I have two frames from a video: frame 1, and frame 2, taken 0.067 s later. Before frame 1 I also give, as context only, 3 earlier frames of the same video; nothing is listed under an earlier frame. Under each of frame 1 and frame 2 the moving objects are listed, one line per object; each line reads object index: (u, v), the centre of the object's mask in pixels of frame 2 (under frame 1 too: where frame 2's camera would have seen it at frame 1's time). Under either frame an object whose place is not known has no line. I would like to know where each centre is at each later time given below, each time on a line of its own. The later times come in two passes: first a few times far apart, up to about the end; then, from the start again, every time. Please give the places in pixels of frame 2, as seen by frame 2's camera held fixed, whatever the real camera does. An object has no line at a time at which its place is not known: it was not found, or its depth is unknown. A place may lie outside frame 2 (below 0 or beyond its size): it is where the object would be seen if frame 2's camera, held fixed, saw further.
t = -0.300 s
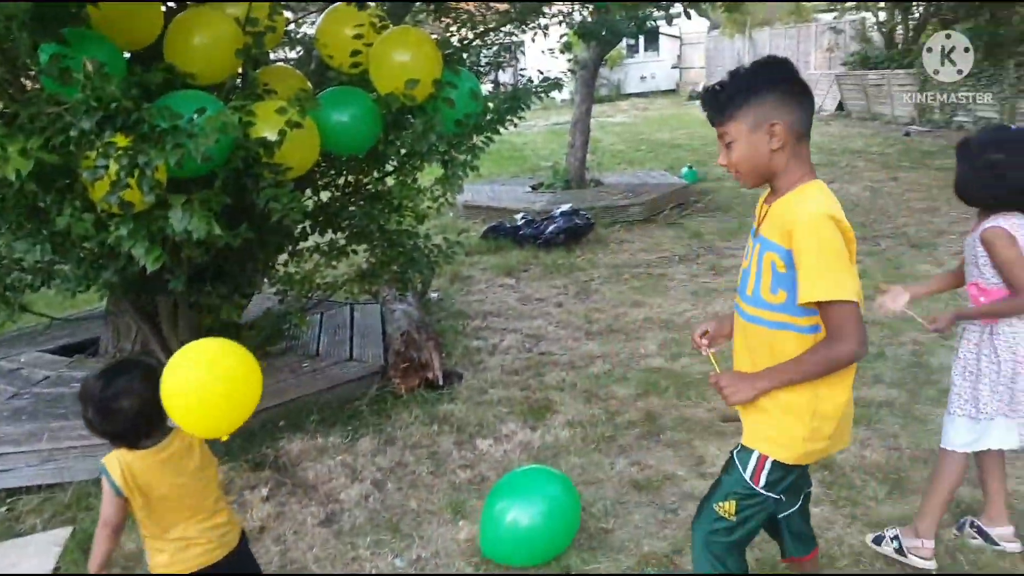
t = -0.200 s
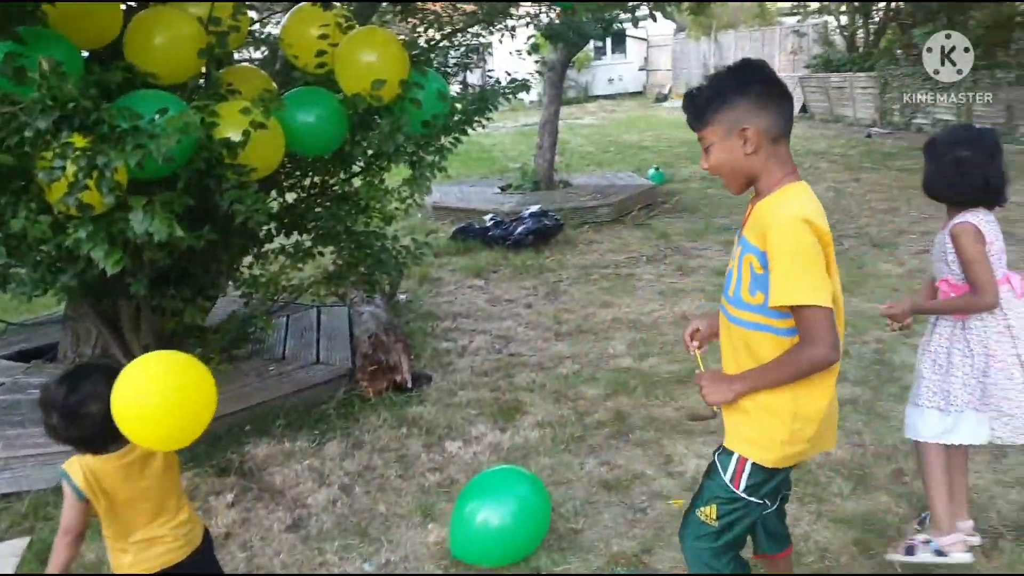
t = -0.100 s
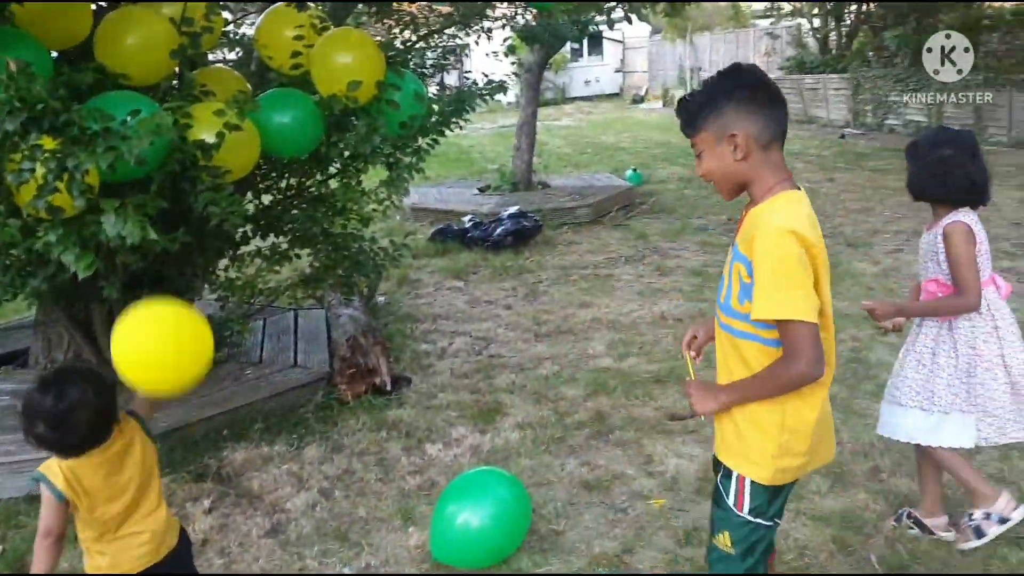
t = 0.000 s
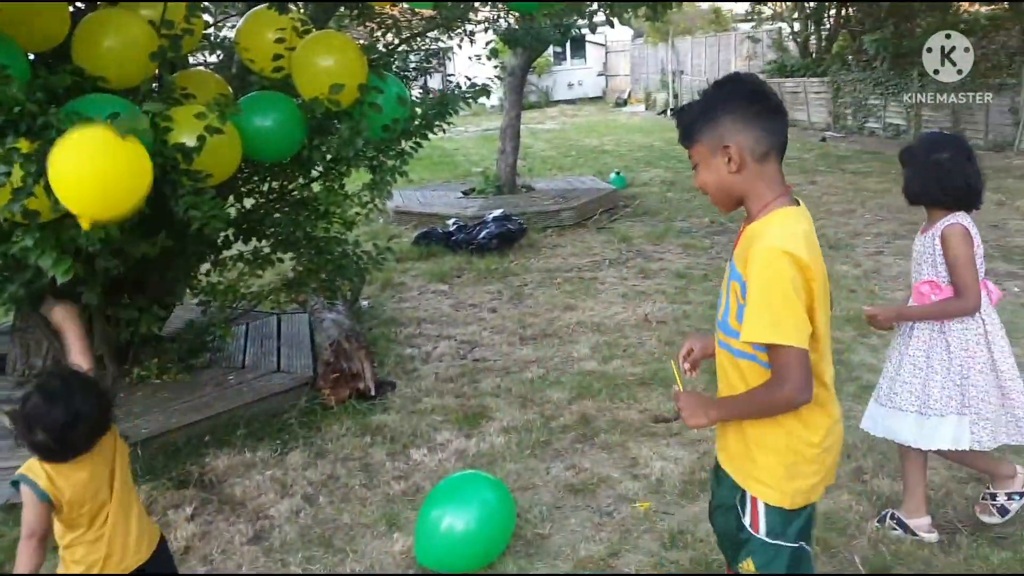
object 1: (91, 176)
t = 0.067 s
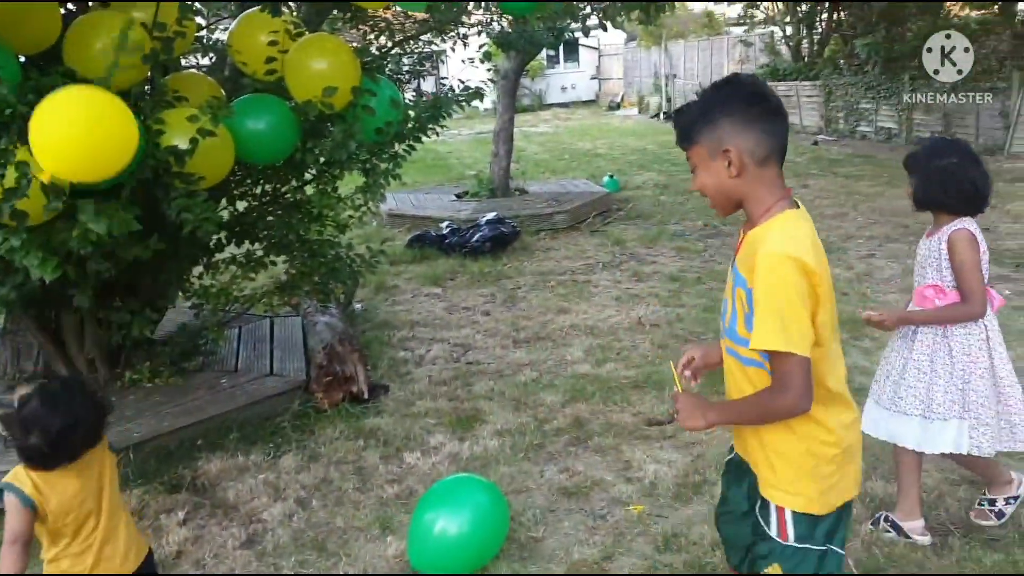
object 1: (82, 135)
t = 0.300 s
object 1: (83, 78)
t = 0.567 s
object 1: (95, 108)
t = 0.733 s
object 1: (107, 175)
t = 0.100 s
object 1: (81, 119)
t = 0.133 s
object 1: (79, 108)
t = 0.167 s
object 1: (78, 99)
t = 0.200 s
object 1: (79, 91)
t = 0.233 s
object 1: (80, 85)
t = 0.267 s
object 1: (81, 81)
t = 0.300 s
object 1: (83, 78)
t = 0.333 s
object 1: (84, 76)
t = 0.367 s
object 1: (86, 77)
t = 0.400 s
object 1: (86, 78)
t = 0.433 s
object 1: (88, 81)
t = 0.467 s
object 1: (89, 86)
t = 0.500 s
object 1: (91, 92)
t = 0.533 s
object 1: (93, 99)
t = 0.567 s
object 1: (95, 108)
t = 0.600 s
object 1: (97, 118)
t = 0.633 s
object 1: (99, 130)
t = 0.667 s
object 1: (102, 143)
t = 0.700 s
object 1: (104, 159)
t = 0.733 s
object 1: (107, 175)
